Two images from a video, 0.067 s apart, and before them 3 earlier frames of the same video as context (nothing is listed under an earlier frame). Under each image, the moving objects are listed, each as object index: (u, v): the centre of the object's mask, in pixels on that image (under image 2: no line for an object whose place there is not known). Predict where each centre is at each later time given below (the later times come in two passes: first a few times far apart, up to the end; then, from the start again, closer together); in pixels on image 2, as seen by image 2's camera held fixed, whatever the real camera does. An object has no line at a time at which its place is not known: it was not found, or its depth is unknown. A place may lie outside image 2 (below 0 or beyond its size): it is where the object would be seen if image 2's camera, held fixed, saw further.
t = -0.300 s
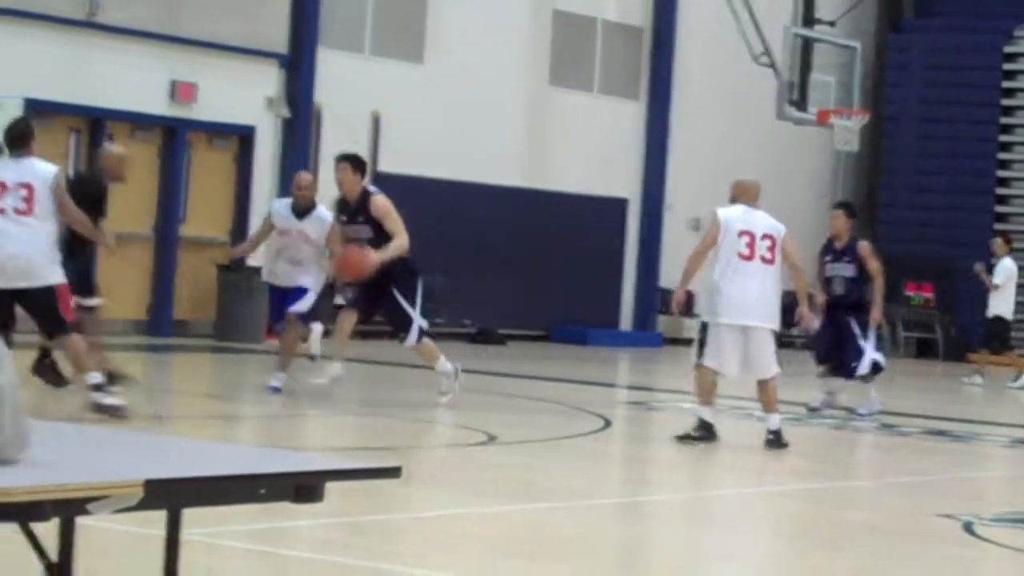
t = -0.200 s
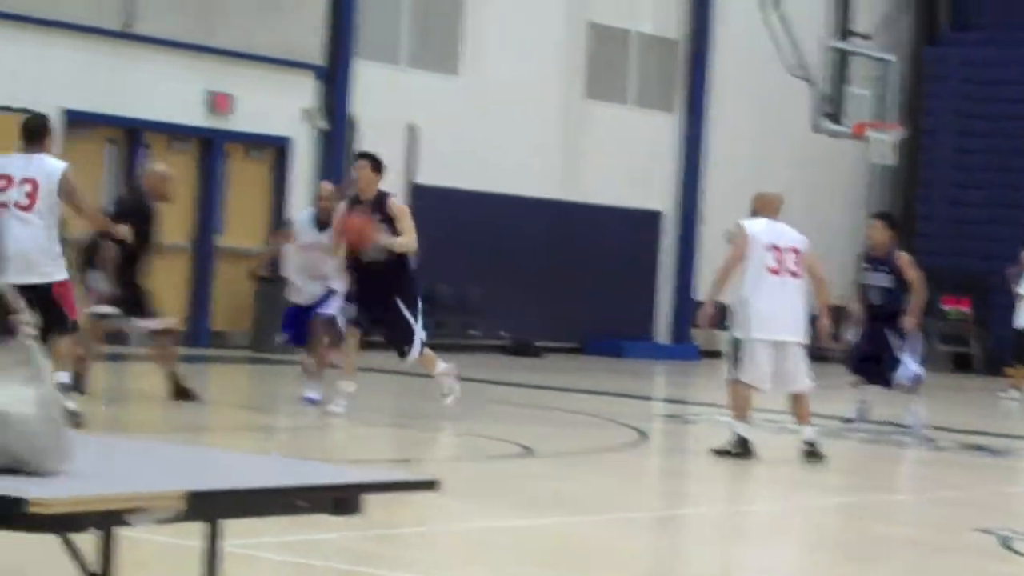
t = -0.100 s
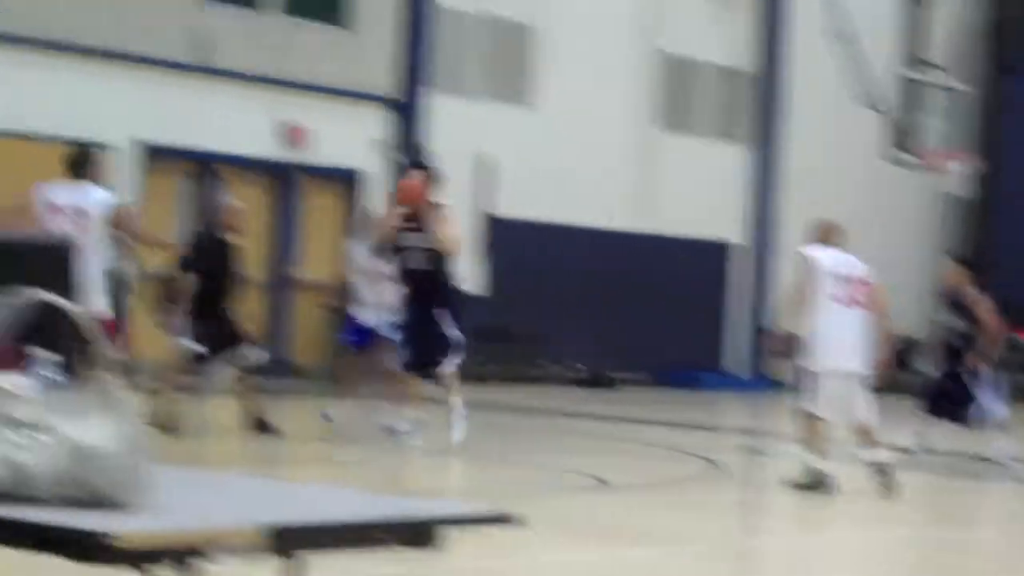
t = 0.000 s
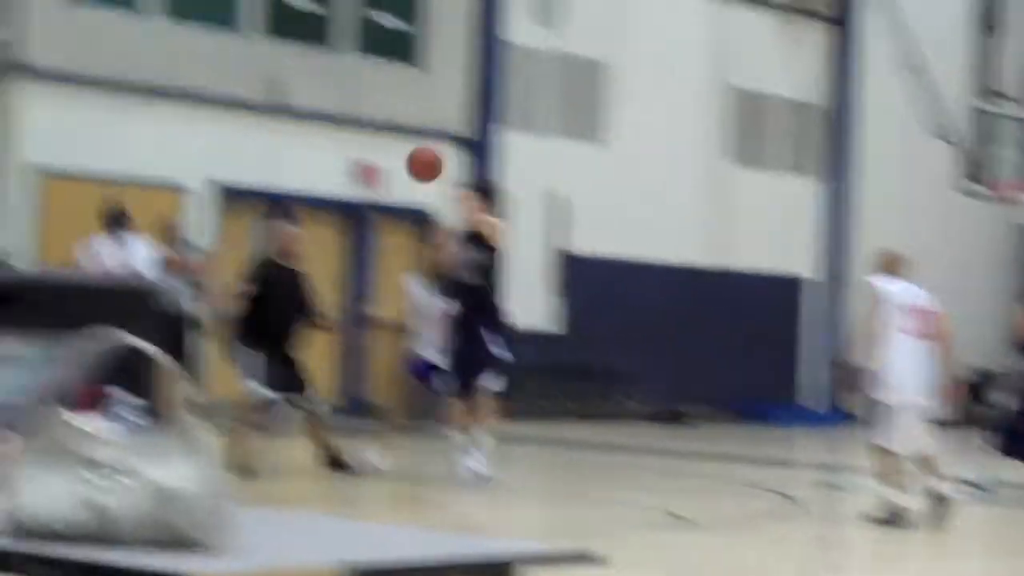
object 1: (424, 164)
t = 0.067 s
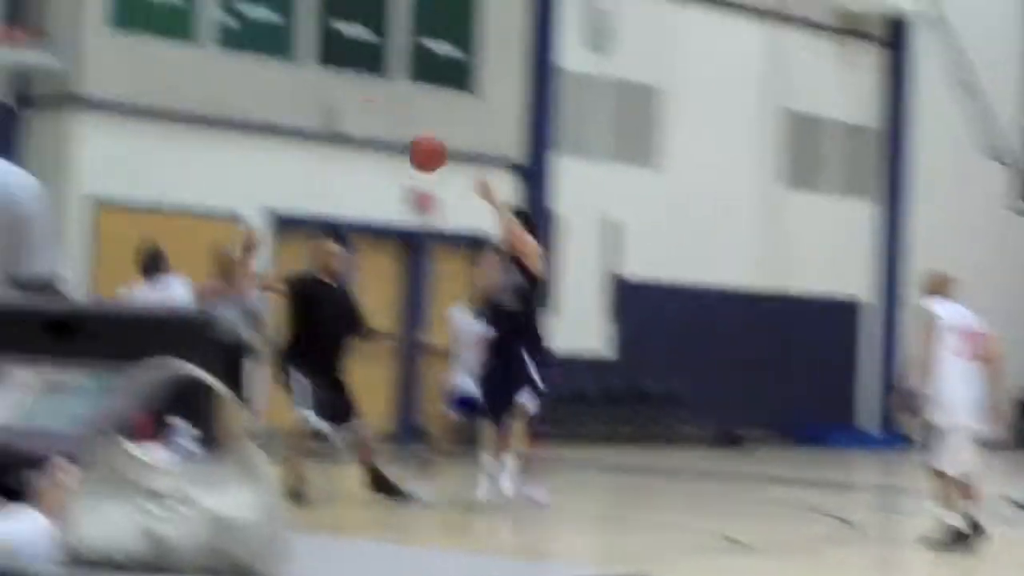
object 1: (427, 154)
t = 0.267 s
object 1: (254, 69)
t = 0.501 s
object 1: (-1, 48)
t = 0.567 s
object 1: (-92, 63)
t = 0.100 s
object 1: (402, 137)
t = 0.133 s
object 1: (374, 121)
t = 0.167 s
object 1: (347, 107)
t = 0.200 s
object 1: (316, 93)
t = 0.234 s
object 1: (285, 82)
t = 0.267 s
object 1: (254, 69)
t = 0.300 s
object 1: (222, 62)
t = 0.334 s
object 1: (186, 53)
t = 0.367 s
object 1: (150, 47)
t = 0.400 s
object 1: (116, 45)
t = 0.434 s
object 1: (78, 45)
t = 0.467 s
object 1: (37, 45)
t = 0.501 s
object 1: (-1, 48)
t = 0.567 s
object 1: (-92, 63)
